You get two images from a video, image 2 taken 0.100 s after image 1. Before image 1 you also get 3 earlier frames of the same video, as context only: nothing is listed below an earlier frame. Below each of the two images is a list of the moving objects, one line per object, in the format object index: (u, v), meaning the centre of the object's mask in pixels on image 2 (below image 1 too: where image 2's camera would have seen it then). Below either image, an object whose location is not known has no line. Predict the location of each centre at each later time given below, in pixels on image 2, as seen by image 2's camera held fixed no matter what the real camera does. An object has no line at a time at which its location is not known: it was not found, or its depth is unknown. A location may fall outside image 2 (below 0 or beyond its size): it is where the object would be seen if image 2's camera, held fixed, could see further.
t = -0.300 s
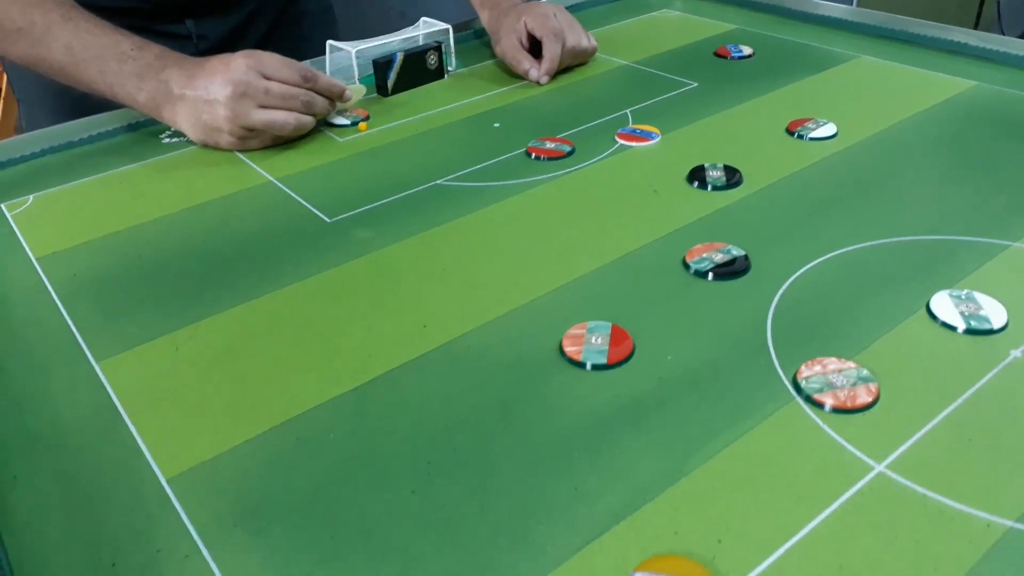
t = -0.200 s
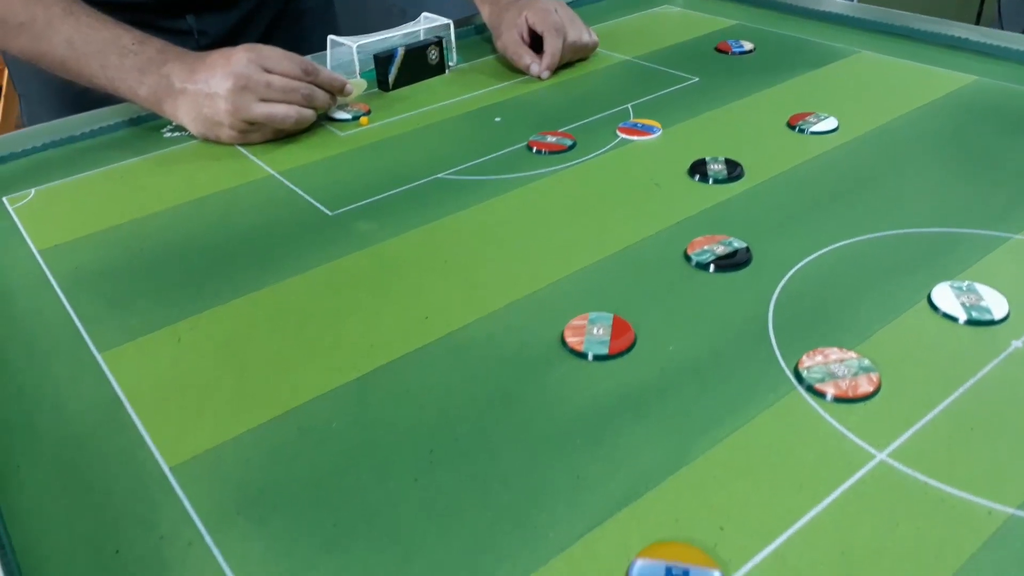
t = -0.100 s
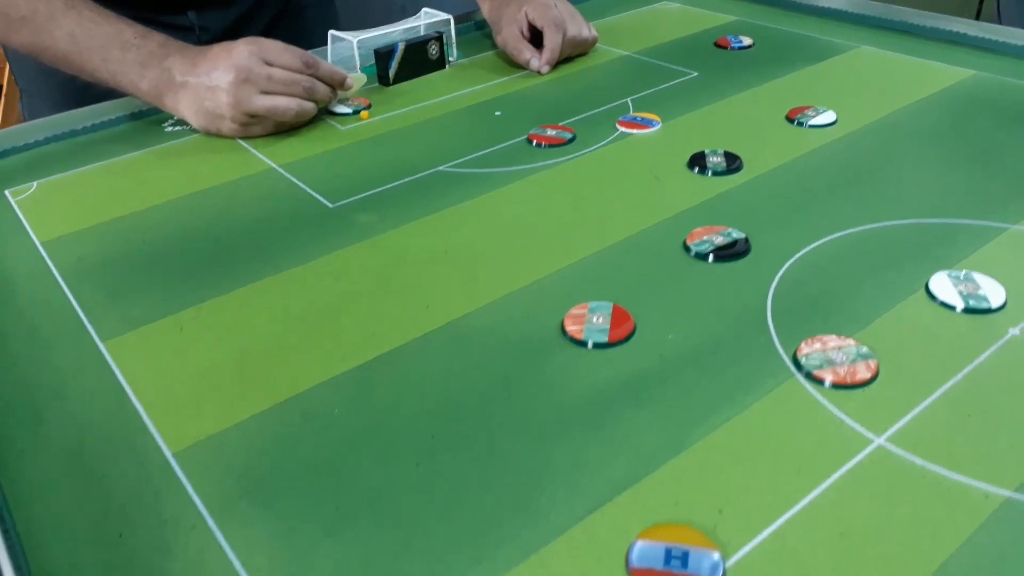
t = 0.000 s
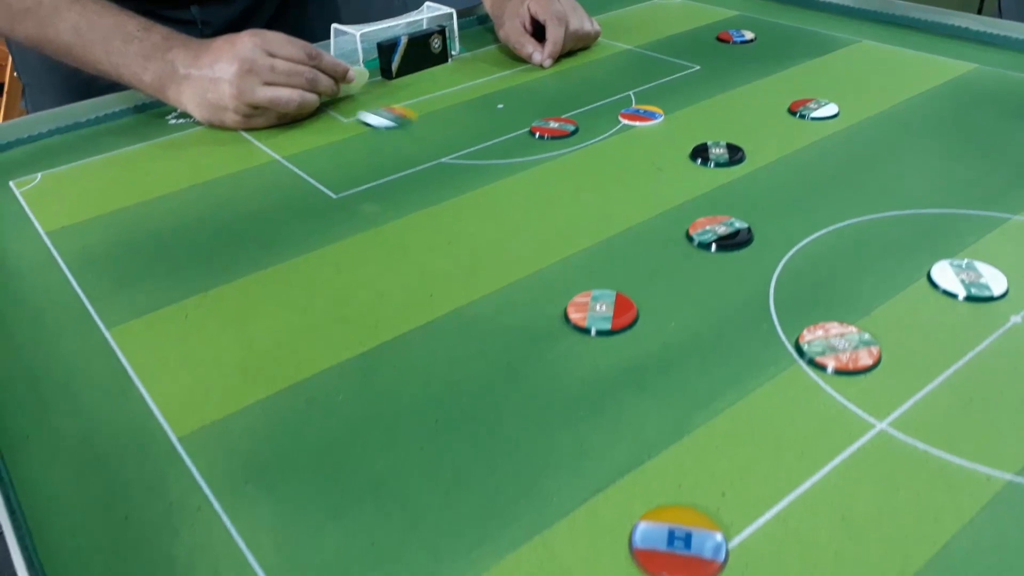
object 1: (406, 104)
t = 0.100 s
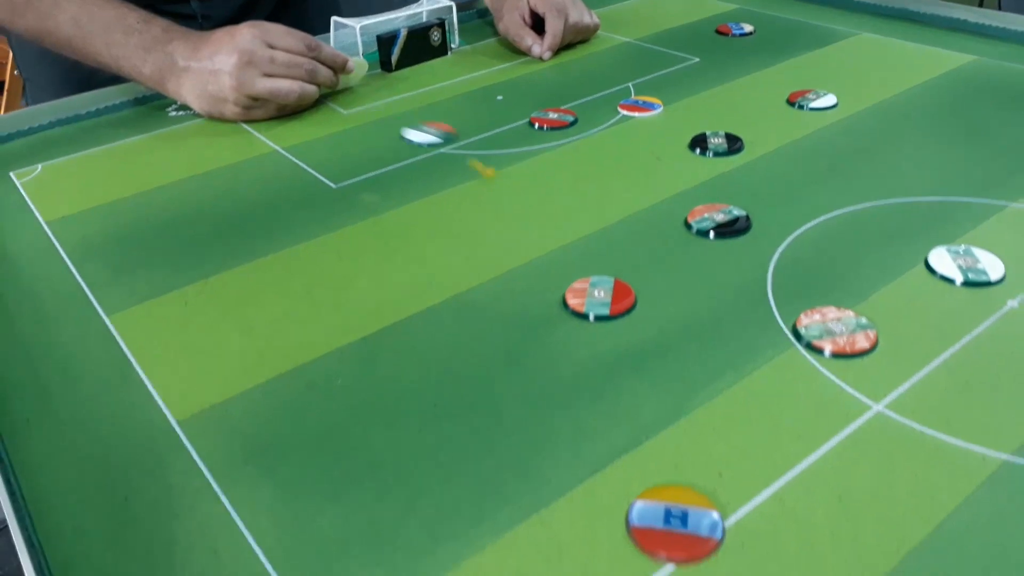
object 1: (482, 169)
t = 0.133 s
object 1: (507, 175)
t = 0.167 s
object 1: (533, 190)
